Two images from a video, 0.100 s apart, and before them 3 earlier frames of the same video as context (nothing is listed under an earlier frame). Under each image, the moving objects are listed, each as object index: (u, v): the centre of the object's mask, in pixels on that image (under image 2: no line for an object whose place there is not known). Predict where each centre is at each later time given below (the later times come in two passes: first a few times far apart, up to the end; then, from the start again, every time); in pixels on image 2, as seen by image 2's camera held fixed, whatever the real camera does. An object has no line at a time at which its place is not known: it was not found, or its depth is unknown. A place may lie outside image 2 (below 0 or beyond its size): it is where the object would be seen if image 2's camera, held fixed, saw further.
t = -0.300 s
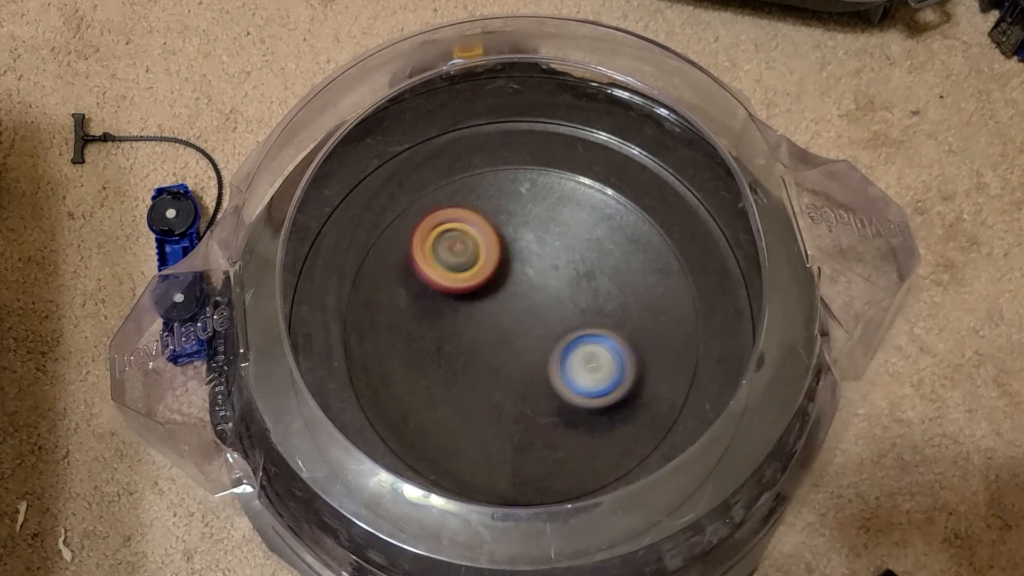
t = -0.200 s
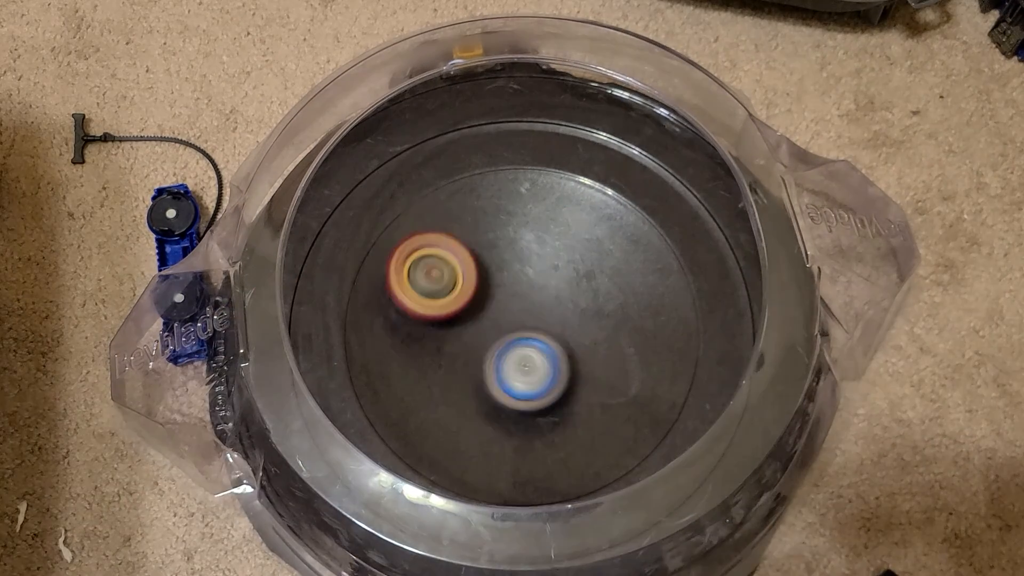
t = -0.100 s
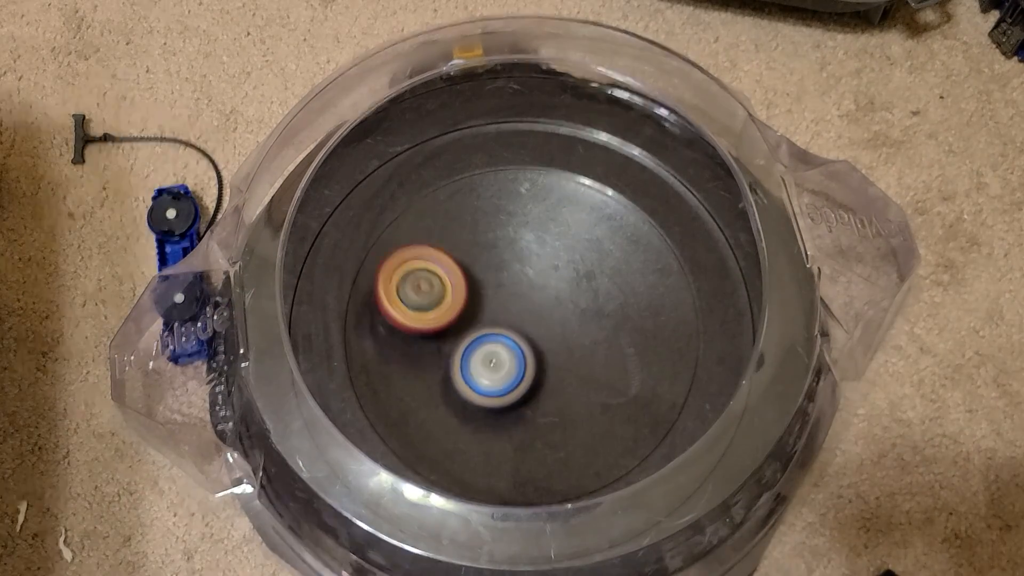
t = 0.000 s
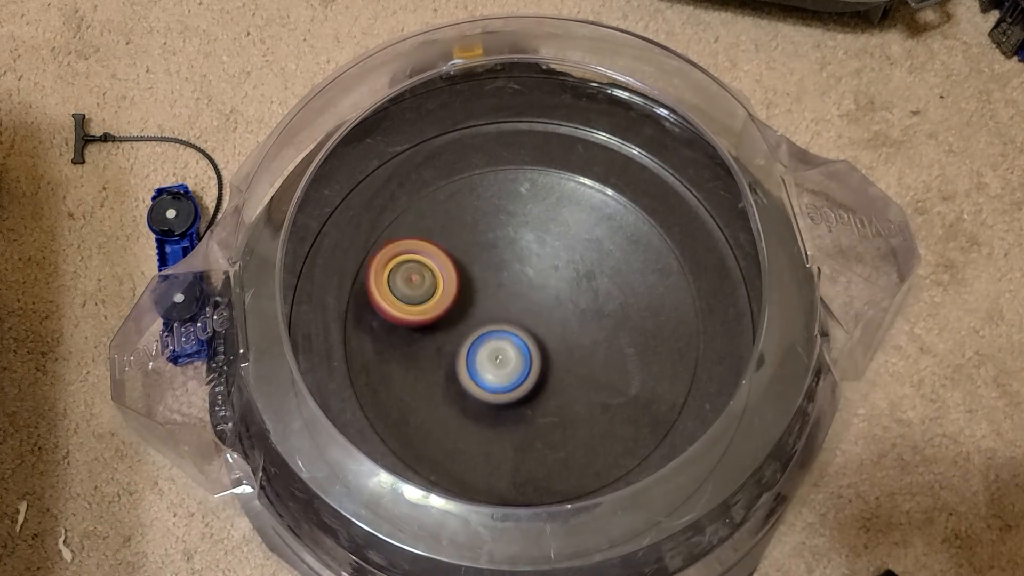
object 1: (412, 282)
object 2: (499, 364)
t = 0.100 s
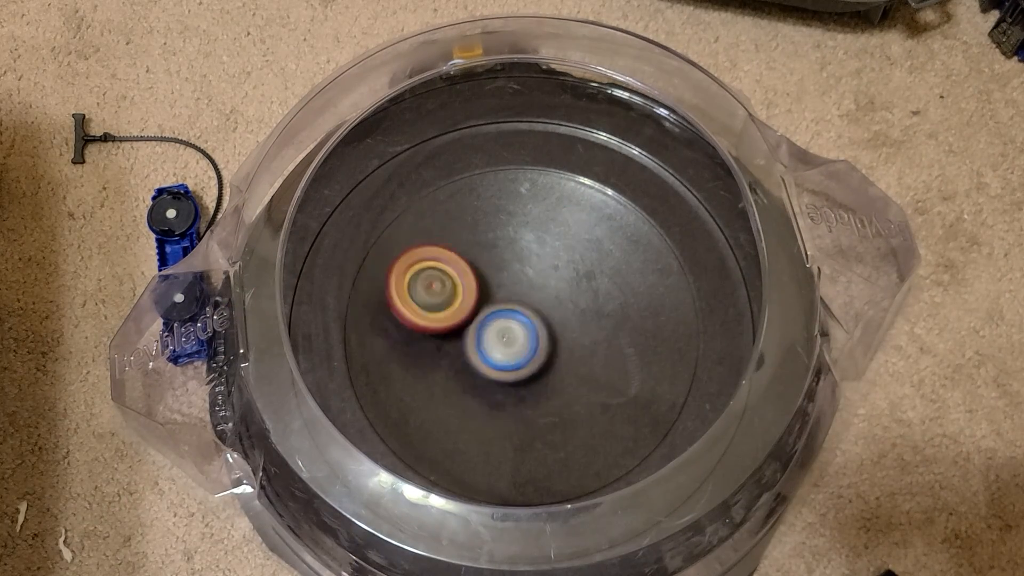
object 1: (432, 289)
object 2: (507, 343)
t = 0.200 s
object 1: (420, 272)
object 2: (564, 344)
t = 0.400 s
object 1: (472, 289)
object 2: (576, 349)
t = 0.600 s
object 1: (508, 289)
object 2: (551, 391)
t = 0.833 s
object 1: (541, 247)
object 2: (488, 404)
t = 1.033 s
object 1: (516, 234)
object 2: (476, 342)
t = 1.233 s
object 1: (516, 191)
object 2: (501, 364)
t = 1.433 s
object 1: (517, 225)
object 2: (510, 355)
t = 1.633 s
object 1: (534, 264)
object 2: (508, 391)
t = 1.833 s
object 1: (554, 299)
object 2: (490, 376)
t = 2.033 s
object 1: (564, 285)
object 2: (481, 351)
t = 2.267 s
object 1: (537, 239)
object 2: (515, 338)
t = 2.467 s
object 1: (493, 254)
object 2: (547, 345)
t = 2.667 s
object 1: (470, 290)
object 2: (551, 375)
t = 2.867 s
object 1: (499, 280)
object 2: (531, 395)
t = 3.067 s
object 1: (544, 262)
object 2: (505, 370)
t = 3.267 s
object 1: (563, 265)
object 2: (517, 345)
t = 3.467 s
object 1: (583, 261)
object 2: (521, 357)
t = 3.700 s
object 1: (609, 280)
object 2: (490, 363)
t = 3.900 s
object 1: (646, 266)
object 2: (447, 354)
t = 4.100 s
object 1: (585, 321)
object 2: (486, 307)
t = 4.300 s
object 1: (615, 439)
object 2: (439, 267)
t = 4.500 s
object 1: (608, 501)
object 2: (478, 294)
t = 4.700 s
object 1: (579, 524)
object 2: (532, 327)
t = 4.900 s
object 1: (523, 495)
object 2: (529, 335)
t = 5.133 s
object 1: (443, 509)
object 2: (518, 337)
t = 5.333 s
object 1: (404, 453)
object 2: (510, 334)
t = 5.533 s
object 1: (348, 398)
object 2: (505, 330)
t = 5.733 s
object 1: (326, 324)
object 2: (505, 325)
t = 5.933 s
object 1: (334, 226)
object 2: (508, 321)
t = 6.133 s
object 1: (403, 161)
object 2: (511, 322)
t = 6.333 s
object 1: (494, 127)
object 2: (515, 324)
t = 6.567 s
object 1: (598, 134)
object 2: (520, 325)
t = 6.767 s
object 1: (661, 170)
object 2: (522, 324)
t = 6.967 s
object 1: (692, 213)
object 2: (523, 324)
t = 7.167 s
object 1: (721, 267)
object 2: (522, 324)
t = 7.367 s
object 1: (721, 338)
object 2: (522, 324)
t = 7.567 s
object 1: (693, 428)
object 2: (522, 324)
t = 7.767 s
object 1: (605, 506)
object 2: (522, 324)
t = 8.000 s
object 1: (458, 509)
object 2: (522, 323)
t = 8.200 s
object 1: (368, 432)
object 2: (522, 324)
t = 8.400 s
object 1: (303, 344)
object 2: (522, 324)
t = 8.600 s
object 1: (307, 262)
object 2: (522, 324)
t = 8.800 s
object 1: (345, 207)
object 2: (522, 325)
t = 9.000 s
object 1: (397, 163)
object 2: (522, 325)
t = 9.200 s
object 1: (474, 132)
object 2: (522, 325)
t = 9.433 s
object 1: (587, 137)
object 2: (523, 325)
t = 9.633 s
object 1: (677, 195)
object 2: (522, 325)
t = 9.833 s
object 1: (724, 296)
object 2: (522, 324)
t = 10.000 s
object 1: (713, 396)
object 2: (522, 324)
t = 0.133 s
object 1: (425, 282)
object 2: (527, 344)
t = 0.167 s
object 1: (421, 276)
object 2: (547, 345)
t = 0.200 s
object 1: (420, 272)
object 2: (564, 344)
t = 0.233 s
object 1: (422, 270)
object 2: (575, 343)
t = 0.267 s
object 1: (427, 270)
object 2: (583, 343)
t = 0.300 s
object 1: (434, 272)
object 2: (587, 343)
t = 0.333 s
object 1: (444, 276)
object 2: (586, 344)
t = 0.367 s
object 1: (457, 281)
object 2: (583, 346)
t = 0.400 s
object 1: (472, 289)
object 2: (576, 349)
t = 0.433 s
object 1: (489, 297)
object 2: (567, 352)
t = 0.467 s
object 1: (492, 295)
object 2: (569, 364)
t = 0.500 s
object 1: (495, 291)
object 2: (569, 376)
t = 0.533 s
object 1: (498, 289)
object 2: (566, 384)
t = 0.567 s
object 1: (503, 288)
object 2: (559, 389)
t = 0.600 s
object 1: (508, 289)
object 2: (551, 391)
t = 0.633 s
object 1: (514, 292)
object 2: (541, 392)
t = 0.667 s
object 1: (519, 296)
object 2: (532, 390)
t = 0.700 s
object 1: (526, 293)
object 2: (522, 393)
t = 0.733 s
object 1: (532, 280)
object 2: (512, 403)
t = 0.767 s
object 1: (537, 268)
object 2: (503, 408)
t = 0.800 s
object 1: (540, 257)
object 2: (495, 407)
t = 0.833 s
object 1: (541, 247)
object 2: (488, 404)
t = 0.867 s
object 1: (540, 240)
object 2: (481, 397)
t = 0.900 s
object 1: (537, 234)
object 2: (477, 388)
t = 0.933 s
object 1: (533, 231)
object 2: (474, 378)
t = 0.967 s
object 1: (528, 230)
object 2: (473, 366)
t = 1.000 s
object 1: (522, 232)
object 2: (473, 354)
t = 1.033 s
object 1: (516, 234)
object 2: (476, 342)
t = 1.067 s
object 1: (512, 238)
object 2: (480, 332)
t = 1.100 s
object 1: (509, 238)
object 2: (485, 328)
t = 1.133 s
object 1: (512, 220)
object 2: (487, 342)
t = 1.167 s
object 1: (514, 207)
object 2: (491, 352)
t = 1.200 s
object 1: (515, 197)
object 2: (496, 359)
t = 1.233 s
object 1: (516, 191)
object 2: (501, 364)
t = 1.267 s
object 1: (516, 189)
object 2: (505, 365)
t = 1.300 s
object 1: (516, 190)
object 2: (508, 365)
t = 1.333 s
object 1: (516, 195)
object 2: (509, 362)
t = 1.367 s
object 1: (516, 201)
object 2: (510, 360)
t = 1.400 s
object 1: (517, 212)
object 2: (510, 358)
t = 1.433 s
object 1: (517, 225)
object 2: (510, 355)
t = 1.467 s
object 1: (518, 240)
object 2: (511, 353)
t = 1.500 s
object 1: (519, 259)
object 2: (511, 350)
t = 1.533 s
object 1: (522, 260)
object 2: (510, 364)
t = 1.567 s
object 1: (526, 259)
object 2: (510, 378)
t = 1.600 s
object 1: (530, 260)
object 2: (509, 387)
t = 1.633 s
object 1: (534, 264)
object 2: (508, 391)
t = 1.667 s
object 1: (538, 269)
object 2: (507, 391)
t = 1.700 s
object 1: (541, 277)
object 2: (504, 389)
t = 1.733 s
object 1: (544, 285)
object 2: (502, 385)
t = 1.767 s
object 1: (546, 294)
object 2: (499, 380)
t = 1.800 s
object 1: (549, 300)
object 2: (496, 377)
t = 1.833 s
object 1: (554, 299)
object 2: (490, 376)
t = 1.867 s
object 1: (558, 299)
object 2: (487, 372)
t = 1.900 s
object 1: (560, 299)
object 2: (485, 366)
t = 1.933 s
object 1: (560, 298)
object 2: (486, 361)
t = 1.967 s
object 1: (558, 298)
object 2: (487, 355)
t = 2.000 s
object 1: (562, 291)
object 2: (483, 354)
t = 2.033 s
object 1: (564, 285)
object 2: (481, 351)
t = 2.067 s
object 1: (563, 279)
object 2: (483, 348)
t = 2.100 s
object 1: (559, 274)
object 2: (488, 343)
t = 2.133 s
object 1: (553, 270)
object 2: (495, 337)
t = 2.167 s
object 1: (551, 262)
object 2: (498, 337)
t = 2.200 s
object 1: (548, 252)
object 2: (502, 338)
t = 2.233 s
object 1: (543, 245)
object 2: (508, 338)
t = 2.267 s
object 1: (537, 239)
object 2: (515, 338)
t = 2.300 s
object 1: (529, 235)
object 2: (522, 339)
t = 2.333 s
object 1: (521, 234)
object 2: (529, 339)
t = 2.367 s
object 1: (513, 235)
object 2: (536, 339)
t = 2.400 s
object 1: (506, 239)
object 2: (541, 341)
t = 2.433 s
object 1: (499, 246)
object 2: (545, 343)
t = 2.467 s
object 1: (493, 254)
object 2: (547, 345)
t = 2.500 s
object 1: (489, 264)
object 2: (547, 347)
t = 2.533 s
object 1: (486, 276)
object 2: (545, 347)
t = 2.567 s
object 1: (480, 280)
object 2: (548, 356)
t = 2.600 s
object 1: (473, 283)
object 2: (552, 365)
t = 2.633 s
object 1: (470, 286)
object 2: (553, 370)
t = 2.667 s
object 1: (470, 290)
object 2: (551, 375)
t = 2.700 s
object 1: (473, 294)
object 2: (546, 377)
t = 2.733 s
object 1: (480, 299)
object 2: (540, 376)
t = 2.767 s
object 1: (485, 298)
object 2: (537, 380)
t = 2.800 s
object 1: (488, 290)
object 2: (536, 389)
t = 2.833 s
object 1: (493, 284)
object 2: (534, 394)
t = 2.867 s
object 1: (499, 280)
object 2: (531, 395)
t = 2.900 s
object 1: (505, 278)
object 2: (527, 393)
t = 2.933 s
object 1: (512, 278)
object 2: (523, 387)
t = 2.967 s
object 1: (520, 278)
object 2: (518, 379)
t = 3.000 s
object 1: (528, 279)
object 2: (514, 371)
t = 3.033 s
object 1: (537, 270)
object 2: (509, 371)
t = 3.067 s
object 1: (544, 262)
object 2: (505, 370)
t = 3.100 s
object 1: (550, 258)
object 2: (504, 367)
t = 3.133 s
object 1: (555, 256)
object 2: (505, 363)
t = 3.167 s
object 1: (558, 255)
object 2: (507, 358)
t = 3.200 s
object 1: (561, 258)
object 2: (511, 352)
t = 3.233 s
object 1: (561, 261)
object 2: (515, 347)
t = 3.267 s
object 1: (563, 265)
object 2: (517, 345)
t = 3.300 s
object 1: (567, 264)
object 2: (517, 347)
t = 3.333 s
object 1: (570, 264)
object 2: (518, 348)
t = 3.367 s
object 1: (572, 266)
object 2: (520, 348)
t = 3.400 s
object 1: (573, 270)
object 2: (523, 348)
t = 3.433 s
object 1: (577, 267)
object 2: (523, 352)
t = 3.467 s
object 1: (583, 261)
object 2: (521, 357)
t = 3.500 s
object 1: (587, 260)
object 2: (521, 360)
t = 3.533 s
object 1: (591, 265)
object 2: (522, 360)
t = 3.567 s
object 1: (592, 277)
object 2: (523, 358)
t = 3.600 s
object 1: (589, 286)
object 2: (524, 353)
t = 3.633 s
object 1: (584, 294)
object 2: (523, 349)
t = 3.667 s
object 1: (593, 289)
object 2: (510, 353)
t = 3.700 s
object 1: (609, 280)
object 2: (490, 363)
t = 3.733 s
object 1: (622, 276)
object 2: (473, 370)
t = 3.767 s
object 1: (632, 267)
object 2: (460, 373)
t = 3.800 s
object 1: (640, 263)
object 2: (451, 372)
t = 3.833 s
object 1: (644, 263)
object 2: (447, 369)
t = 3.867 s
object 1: (647, 262)
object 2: (446, 362)
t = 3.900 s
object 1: (646, 266)
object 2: (447, 354)
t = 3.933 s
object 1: (643, 269)
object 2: (450, 345)
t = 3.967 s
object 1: (637, 276)
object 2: (454, 336)
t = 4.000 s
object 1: (628, 285)
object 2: (461, 327)
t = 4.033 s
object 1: (616, 295)
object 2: (468, 320)
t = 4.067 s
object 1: (602, 307)
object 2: (477, 313)
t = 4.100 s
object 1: (585, 321)
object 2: (486, 307)
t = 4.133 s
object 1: (574, 337)
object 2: (489, 301)
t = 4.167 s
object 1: (586, 360)
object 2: (470, 287)
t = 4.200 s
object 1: (597, 383)
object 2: (455, 276)
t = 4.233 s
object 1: (605, 404)
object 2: (445, 269)
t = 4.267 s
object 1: (611, 423)
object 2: (440, 267)
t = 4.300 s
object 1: (615, 439)
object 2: (439, 267)
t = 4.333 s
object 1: (615, 448)
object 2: (442, 270)
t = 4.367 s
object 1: (614, 456)
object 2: (447, 273)
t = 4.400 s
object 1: (615, 475)
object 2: (452, 278)
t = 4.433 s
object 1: (613, 484)
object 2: (460, 283)
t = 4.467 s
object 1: (611, 492)
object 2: (468, 288)
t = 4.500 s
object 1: (608, 501)
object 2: (478, 294)
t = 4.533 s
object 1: (605, 509)
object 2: (488, 300)
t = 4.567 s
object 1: (604, 521)
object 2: (499, 307)
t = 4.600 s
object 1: (602, 529)
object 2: (510, 313)
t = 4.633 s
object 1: (597, 532)
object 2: (519, 318)
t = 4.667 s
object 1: (588, 530)
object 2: (526, 323)
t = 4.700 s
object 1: (579, 524)
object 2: (532, 327)
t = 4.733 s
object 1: (569, 517)
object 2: (534, 329)
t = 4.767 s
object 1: (560, 512)
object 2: (534, 331)
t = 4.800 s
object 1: (551, 506)
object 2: (533, 332)
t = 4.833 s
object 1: (541, 502)
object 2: (532, 333)
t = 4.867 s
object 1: (532, 498)
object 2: (530, 334)
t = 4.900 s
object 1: (523, 495)
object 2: (529, 335)
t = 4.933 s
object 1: (513, 494)
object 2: (528, 335)
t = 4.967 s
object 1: (505, 493)
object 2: (526, 336)
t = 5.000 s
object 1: (495, 493)
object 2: (525, 337)
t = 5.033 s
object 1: (483, 495)
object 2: (524, 338)
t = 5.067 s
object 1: (472, 499)
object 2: (522, 338)
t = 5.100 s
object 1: (459, 502)
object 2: (520, 337)
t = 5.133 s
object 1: (443, 509)
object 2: (518, 337)
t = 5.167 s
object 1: (428, 513)
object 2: (517, 337)
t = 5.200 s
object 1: (415, 512)
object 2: (515, 337)
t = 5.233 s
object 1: (407, 505)
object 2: (514, 336)
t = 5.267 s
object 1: (403, 490)
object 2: (513, 335)
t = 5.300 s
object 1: (412, 461)
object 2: (511, 335)
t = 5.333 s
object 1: (404, 453)
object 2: (510, 334)
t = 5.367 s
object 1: (396, 445)
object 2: (509, 334)
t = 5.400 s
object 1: (387, 435)
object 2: (508, 333)
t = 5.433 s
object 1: (378, 427)
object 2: (507, 332)
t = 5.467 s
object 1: (368, 417)
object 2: (506, 331)
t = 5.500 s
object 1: (358, 408)
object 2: (506, 331)
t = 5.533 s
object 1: (348, 398)
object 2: (505, 330)
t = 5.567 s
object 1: (325, 391)
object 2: (505, 329)
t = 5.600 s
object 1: (313, 380)
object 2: (505, 328)
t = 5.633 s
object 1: (311, 367)
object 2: (505, 327)
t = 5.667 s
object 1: (316, 352)
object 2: (505, 326)
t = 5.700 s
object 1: (325, 338)
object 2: (505, 325)
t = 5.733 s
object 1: (326, 324)
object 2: (505, 325)
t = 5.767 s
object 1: (328, 307)
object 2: (506, 324)
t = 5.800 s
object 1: (330, 292)
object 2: (506, 323)
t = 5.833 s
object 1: (332, 277)
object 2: (507, 323)
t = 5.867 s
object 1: (334, 260)
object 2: (507, 322)
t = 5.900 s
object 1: (334, 243)
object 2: (508, 322)
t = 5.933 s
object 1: (334, 226)
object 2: (508, 321)
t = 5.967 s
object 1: (339, 212)
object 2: (509, 322)
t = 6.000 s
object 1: (349, 200)
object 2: (509, 322)
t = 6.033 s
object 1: (361, 191)
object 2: (509, 322)
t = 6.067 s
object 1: (377, 181)
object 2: (510, 322)
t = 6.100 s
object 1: (390, 171)
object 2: (510, 322)
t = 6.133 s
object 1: (403, 161)
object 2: (511, 322)
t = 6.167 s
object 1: (415, 149)
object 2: (511, 323)
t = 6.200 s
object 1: (427, 138)
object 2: (512, 323)
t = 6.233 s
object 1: (442, 133)
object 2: (513, 323)
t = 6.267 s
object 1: (459, 131)
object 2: (514, 323)
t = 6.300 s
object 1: (476, 129)
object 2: (514, 324)
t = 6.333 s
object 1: (494, 127)
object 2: (515, 324)
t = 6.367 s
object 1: (510, 124)
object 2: (516, 324)
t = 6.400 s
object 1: (527, 120)
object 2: (516, 324)
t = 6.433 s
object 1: (543, 115)
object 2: (517, 324)
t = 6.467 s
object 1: (558, 114)
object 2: (518, 324)
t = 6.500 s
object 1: (573, 118)
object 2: (519, 324)
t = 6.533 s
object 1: (586, 124)
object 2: (520, 324)
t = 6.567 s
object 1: (598, 134)
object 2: (520, 325)
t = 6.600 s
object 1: (609, 141)
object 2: (521, 324)
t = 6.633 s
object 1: (620, 150)
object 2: (521, 325)
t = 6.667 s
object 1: (631, 155)
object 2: (522, 324)
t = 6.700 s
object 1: (641, 161)
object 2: (522, 324)
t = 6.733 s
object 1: (651, 166)
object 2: (522, 324)
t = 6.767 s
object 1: (661, 170)
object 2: (522, 324)
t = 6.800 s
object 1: (672, 173)
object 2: (523, 324)
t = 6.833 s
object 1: (681, 176)
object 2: (523, 324)
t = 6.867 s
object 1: (686, 184)
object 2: (523, 324)
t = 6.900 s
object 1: (688, 194)
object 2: (523, 324)
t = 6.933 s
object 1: (690, 203)
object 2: (523, 324)
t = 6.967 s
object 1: (692, 213)
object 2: (523, 324)
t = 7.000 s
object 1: (695, 222)
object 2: (522, 324)
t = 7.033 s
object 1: (699, 231)
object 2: (523, 324)
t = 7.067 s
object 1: (704, 239)
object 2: (523, 323)
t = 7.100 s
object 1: (709, 248)
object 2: (523, 323)
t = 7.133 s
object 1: (715, 257)
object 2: (523, 324)
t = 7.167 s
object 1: (721, 267)
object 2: (522, 324)
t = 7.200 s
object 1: (726, 277)
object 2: (522, 324)
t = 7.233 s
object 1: (729, 288)
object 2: (522, 323)
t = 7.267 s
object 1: (727, 300)
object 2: (522, 324)
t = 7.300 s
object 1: (723, 312)
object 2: (522, 324)
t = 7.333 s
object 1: (723, 325)
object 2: (522, 324)
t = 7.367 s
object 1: (721, 338)
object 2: (522, 324)
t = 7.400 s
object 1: (722, 353)
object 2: (522, 324)
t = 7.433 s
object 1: (724, 369)
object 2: (522, 324)
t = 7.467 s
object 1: (724, 386)
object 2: (522, 324)
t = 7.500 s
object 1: (717, 402)
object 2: (522, 324)
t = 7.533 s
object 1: (705, 415)
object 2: (522, 324)
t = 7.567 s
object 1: (693, 428)
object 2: (522, 324)
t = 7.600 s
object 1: (680, 443)
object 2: (522, 324)
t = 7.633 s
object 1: (670, 459)
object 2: (522, 324)
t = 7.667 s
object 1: (659, 476)
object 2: (522, 324)
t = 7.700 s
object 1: (644, 491)
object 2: (522, 323)
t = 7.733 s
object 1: (625, 500)
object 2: (522, 323)
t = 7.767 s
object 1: (605, 506)
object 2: (522, 324)
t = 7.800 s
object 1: (584, 512)
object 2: (522, 324)
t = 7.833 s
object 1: (564, 518)
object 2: (522, 324)
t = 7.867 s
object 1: (542, 525)
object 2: (522, 323)
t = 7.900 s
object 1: (520, 527)
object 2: (522, 324)
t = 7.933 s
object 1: (500, 522)
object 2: (522, 324)
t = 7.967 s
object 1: (479, 516)
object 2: (522, 323)
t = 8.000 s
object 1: (458, 509)
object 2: (522, 323)
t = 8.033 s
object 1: (434, 506)
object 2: (522, 324)
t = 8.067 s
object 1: (413, 499)
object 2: (522, 324)
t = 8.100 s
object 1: (416, 466)
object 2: (522, 324)
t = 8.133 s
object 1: (400, 456)
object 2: (522, 323)
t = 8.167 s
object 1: (383, 444)
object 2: (522, 324)
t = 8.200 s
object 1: (368, 432)
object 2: (522, 324)
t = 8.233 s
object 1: (334, 428)
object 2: (522, 324)
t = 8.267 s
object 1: (326, 411)
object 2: (522, 324)
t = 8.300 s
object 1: (318, 394)
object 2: (522, 324)
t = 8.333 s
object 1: (311, 378)
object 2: (522, 324)
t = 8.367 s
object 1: (306, 360)
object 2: (522, 324)
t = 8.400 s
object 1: (303, 344)
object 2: (522, 324)
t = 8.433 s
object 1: (300, 329)
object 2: (522, 324)
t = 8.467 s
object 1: (299, 313)
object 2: (522, 324)
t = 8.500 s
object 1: (300, 298)
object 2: (522, 324)
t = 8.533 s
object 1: (301, 285)
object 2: (522, 324)
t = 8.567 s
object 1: (304, 272)
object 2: (522, 324)
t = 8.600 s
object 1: (307, 262)
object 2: (522, 324)
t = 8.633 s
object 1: (312, 252)
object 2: (522, 324)
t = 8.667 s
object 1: (319, 242)
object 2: (522, 324)
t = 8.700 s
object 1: (328, 234)
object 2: (522, 324)
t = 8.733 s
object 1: (334, 225)
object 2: (522, 325)
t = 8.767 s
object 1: (339, 216)
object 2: (522, 324)
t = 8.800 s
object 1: (345, 207)
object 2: (522, 325)
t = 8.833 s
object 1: (353, 199)
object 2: (522, 324)
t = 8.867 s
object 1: (361, 192)
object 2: (522, 324)
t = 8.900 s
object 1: (370, 185)
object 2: (523, 324)
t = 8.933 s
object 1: (379, 178)
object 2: (522, 325)
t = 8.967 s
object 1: (388, 170)
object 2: (522, 325)
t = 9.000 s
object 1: (397, 163)
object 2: (522, 325)
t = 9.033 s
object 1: (408, 157)
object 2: (522, 325)
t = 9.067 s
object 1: (420, 152)
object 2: (522, 324)
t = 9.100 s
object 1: (433, 148)
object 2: (522, 325)
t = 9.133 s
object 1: (446, 142)
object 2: (522, 325)
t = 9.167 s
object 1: (460, 136)
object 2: (522, 325)
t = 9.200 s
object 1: (474, 132)
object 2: (522, 325)
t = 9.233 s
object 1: (489, 129)
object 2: (523, 325)
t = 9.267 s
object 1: (504, 129)
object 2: (522, 325)
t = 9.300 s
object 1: (520, 130)
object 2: (522, 325)
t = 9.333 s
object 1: (536, 132)
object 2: (523, 325)
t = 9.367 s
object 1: (553, 133)
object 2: (523, 325)
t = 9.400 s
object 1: (570, 133)
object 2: (522, 325)
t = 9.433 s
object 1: (587, 137)
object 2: (523, 325)
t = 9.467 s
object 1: (603, 145)
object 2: (522, 325)
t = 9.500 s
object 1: (618, 154)
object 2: (522, 324)
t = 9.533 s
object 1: (632, 164)
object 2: (523, 324)
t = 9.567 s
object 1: (648, 173)
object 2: (522, 325)
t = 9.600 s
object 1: (664, 182)
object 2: (522, 325)
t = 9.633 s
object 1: (677, 195)
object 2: (522, 325)
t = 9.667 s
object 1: (688, 209)
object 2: (522, 325)
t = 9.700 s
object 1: (697, 226)
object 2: (522, 324)
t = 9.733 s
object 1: (705, 242)
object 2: (522, 325)
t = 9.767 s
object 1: (713, 259)
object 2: (522, 325)
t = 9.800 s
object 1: (720, 277)
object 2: (522, 325)
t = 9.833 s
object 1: (724, 296)
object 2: (522, 324)
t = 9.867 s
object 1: (723, 315)
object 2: (522, 324)
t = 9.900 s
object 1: (720, 335)
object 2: (522, 324)
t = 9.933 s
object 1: (715, 354)
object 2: (522, 324)
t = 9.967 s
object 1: (716, 376)
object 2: (522, 325)
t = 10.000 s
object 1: (713, 396)
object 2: (522, 324)
